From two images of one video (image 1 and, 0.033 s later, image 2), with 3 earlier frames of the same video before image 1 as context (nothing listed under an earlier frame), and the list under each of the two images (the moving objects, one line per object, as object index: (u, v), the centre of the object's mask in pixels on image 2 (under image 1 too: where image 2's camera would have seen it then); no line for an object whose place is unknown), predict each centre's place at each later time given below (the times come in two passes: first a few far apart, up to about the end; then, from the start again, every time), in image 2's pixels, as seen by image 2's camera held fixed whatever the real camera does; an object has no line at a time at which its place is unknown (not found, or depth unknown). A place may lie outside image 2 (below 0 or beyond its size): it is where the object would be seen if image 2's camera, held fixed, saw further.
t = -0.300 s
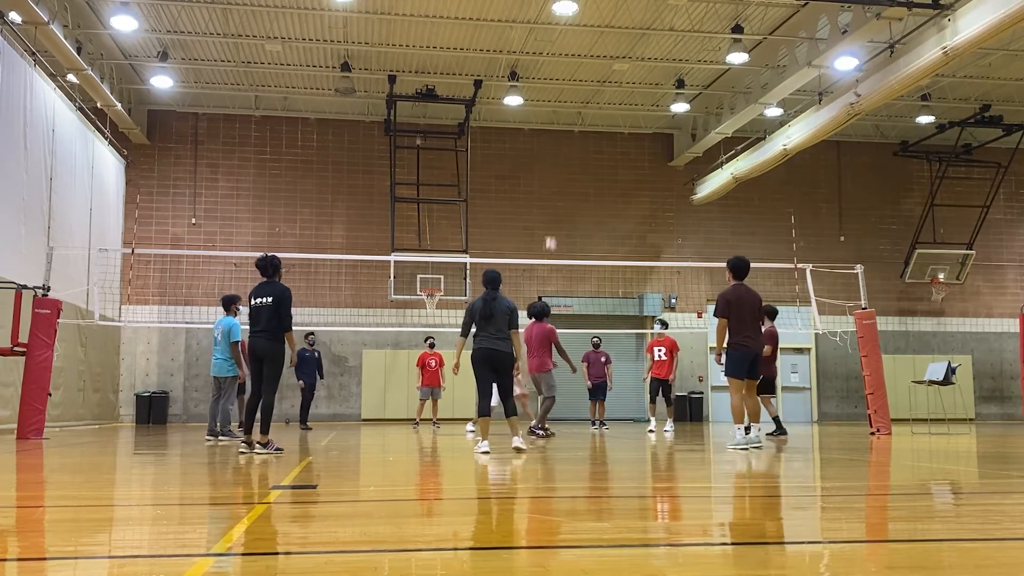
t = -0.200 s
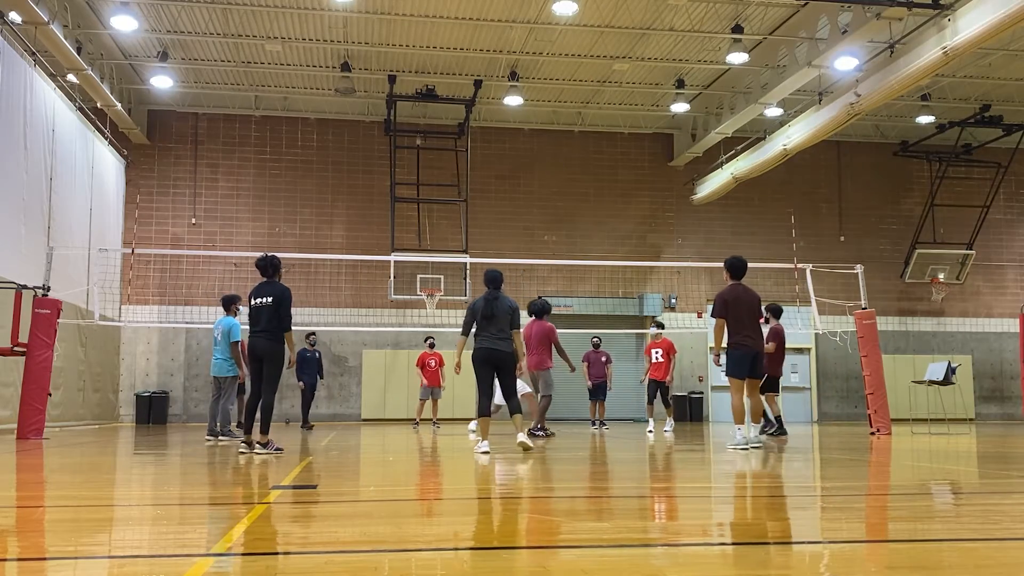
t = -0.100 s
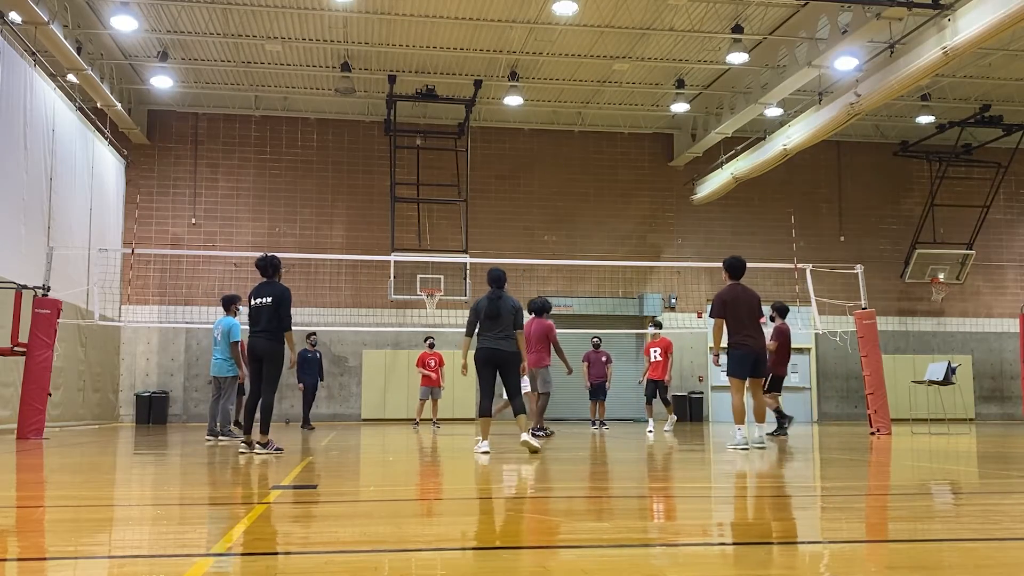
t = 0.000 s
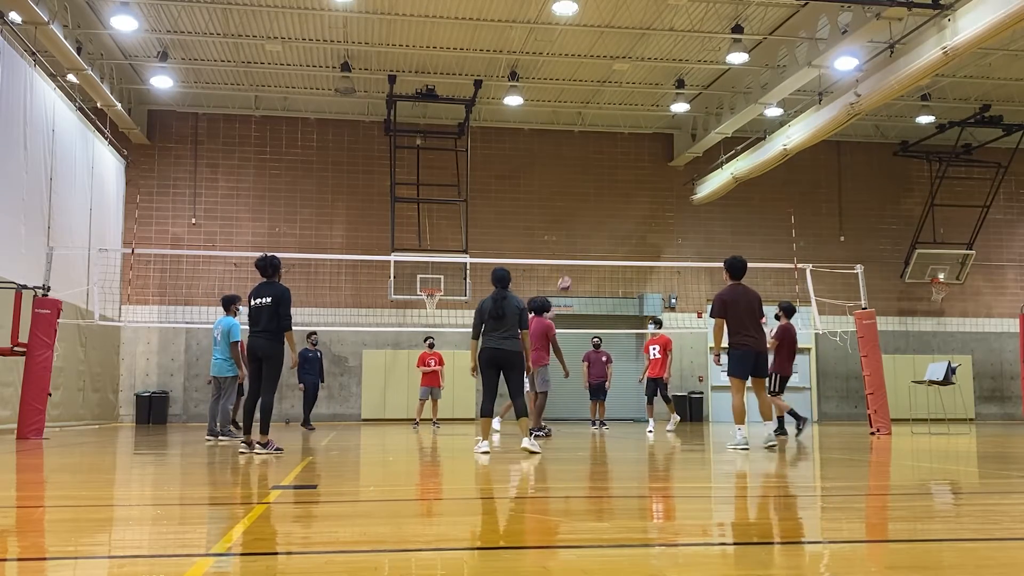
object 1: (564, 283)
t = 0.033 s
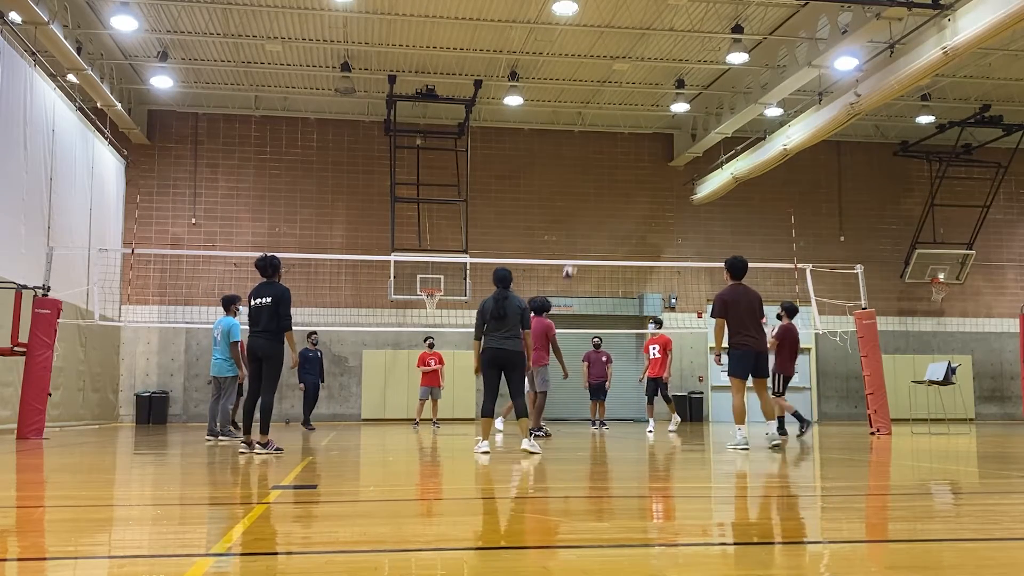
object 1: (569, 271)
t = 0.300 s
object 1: (616, 189)
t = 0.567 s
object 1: (670, 152)
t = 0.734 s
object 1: (710, 155)
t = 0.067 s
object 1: (575, 256)
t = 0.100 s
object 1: (580, 247)
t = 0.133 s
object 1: (586, 236)
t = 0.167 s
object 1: (592, 225)
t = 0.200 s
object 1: (598, 216)
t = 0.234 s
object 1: (603, 206)
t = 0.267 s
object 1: (610, 197)
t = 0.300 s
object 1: (616, 189)
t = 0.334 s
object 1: (622, 182)
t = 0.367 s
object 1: (629, 175)
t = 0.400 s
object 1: (635, 169)
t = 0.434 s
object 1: (642, 164)
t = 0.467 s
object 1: (649, 160)
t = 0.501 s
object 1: (656, 157)
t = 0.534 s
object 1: (663, 154)
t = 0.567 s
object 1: (670, 152)
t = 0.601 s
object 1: (677, 150)
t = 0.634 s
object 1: (685, 150)
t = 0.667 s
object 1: (693, 151)
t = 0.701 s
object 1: (703, 153)
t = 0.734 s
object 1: (710, 155)
